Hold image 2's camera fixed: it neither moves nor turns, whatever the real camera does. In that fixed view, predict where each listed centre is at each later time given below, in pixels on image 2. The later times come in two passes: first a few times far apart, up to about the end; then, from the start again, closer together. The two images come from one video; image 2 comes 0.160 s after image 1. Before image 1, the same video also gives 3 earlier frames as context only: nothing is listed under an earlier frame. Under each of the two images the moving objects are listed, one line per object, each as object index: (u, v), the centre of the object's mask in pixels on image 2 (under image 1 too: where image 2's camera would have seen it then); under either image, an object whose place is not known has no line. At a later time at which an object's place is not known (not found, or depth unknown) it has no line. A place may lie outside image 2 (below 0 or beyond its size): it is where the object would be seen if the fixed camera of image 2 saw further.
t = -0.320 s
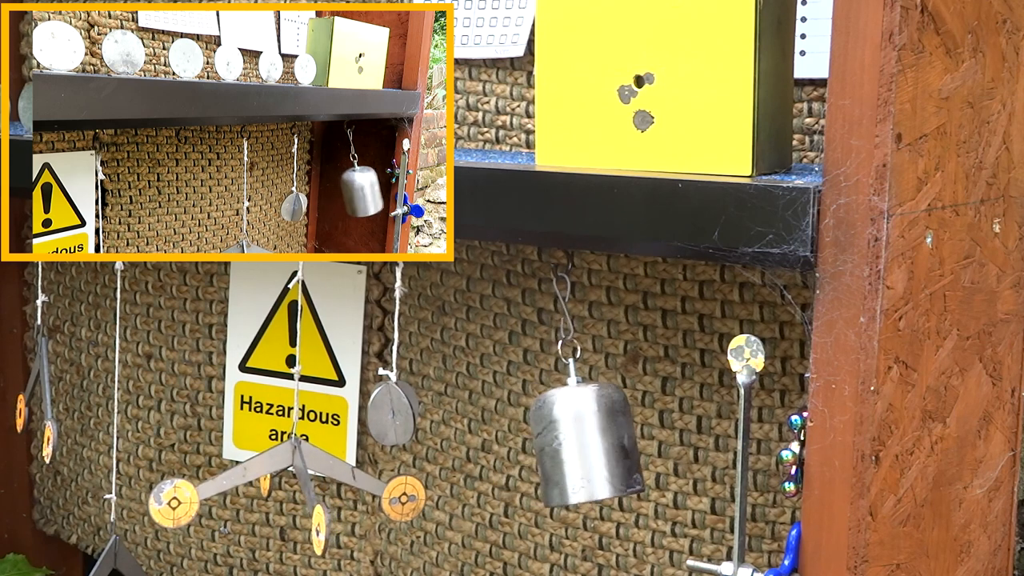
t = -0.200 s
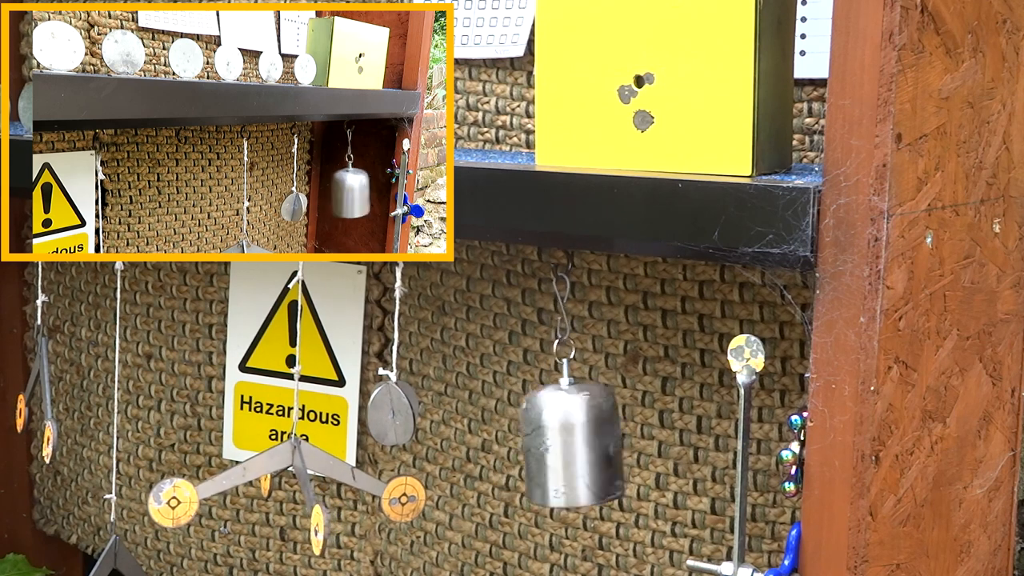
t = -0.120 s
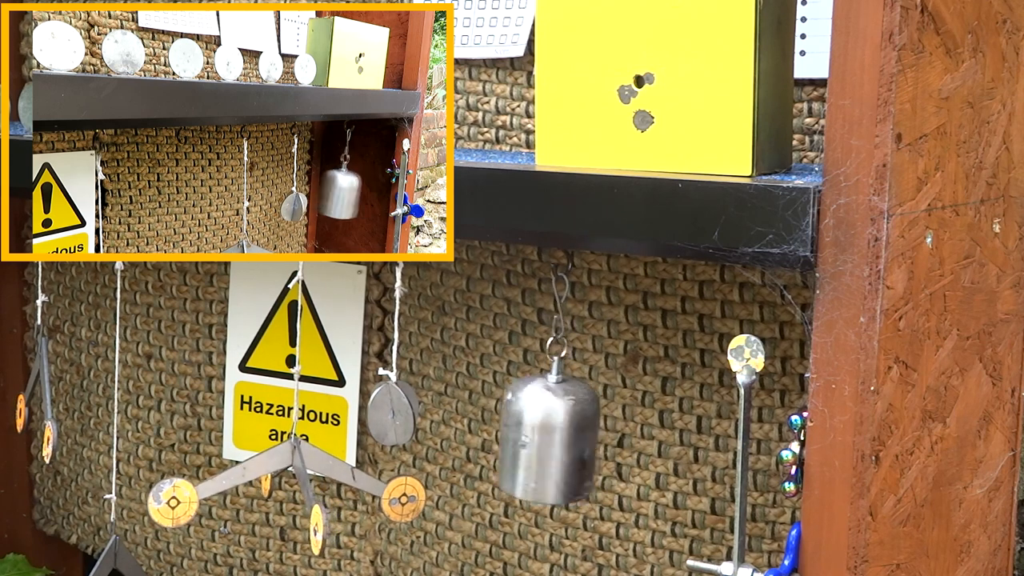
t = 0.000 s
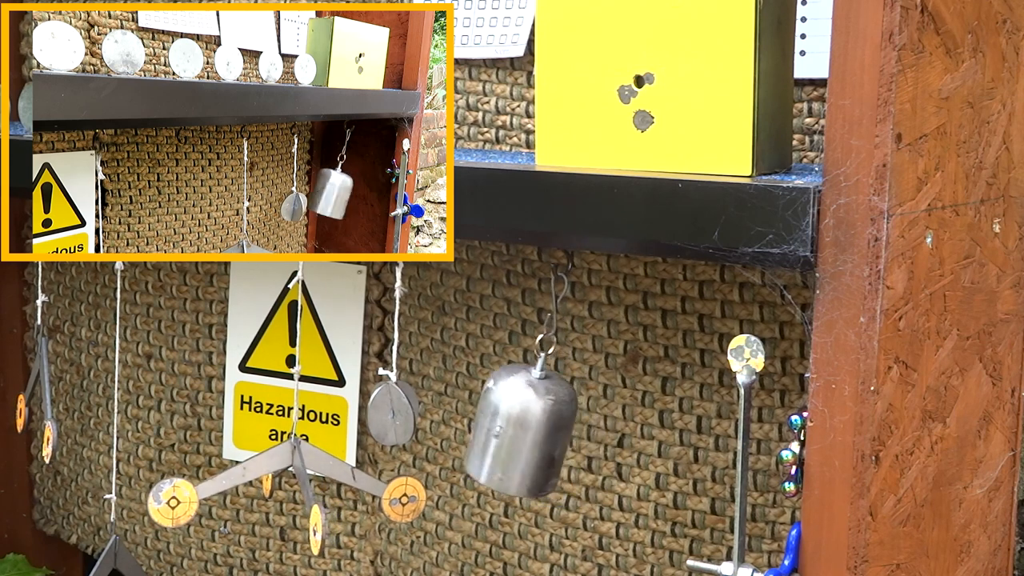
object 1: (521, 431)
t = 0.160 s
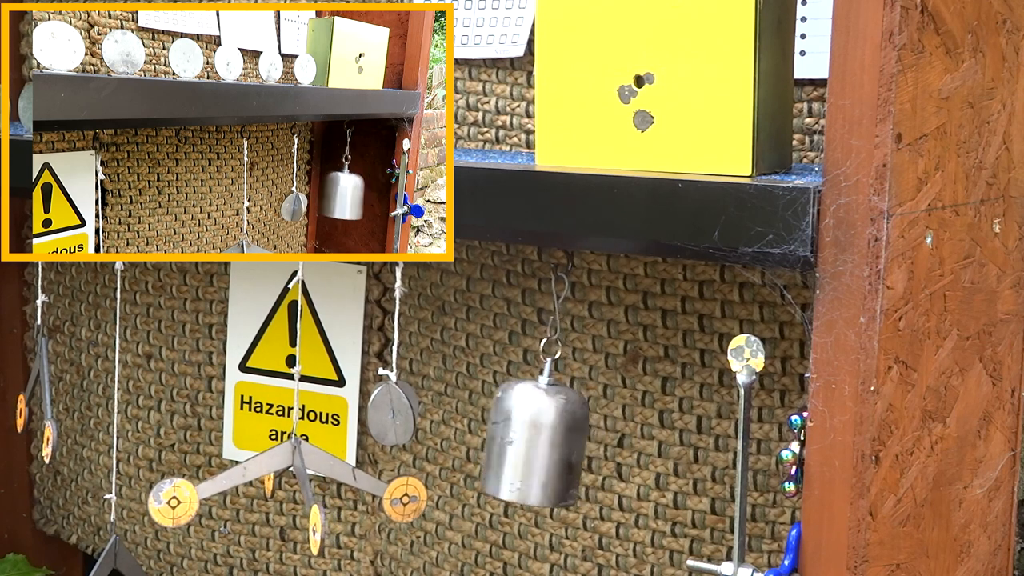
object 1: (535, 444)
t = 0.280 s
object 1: (571, 445)
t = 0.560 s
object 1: (553, 442)
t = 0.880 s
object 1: (542, 445)
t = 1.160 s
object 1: (580, 446)
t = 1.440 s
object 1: (517, 432)
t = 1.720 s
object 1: (582, 444)
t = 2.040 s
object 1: (528, 435)
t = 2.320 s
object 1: (556, 447)
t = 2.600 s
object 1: (570, 446)
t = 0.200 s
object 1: (547, 446)
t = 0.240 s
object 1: (560, 447)
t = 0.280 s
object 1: (571, 445)
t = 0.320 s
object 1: (580, 444)
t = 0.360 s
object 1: (585, 444)
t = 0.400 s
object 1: (586, 445)
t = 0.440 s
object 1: (583, 446)
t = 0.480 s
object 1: (576, 446)
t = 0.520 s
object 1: (565, 445)
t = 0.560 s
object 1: (553, 442)
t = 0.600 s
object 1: (541, 438)
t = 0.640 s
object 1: (530, 434)
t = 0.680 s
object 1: (522, 432)
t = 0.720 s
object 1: (518, 432)
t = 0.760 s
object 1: (518, 433)
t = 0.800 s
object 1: (522, 438)
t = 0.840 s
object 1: (530, 442)
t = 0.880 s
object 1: (542, 445)
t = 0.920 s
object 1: (554, 446)
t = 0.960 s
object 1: (567, 446)
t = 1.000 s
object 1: (577, 445)
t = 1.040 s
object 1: (585, 444)
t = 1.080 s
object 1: (587, 444)
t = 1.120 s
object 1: (586, 445)
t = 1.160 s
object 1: (580, 446)
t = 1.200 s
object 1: (571, 446)
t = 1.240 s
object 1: (559, 444)
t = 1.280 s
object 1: (546, 441)
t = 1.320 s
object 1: (534, 437)
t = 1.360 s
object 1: (525, 434)
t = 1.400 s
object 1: (519, 432)
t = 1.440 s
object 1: (517, 432)
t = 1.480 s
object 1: (519, 435)
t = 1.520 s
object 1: (526, 440)
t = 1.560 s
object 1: (536, 444)
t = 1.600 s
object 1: (549, 446)
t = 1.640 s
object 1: (562, 447)
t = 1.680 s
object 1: (573, 446)
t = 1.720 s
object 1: (582, 444)
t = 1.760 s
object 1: (587, 444)
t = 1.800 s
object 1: (588, 445)
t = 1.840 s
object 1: (584, 445)
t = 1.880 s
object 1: (576, 446)
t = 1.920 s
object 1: (564, 446)
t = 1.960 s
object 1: (551, 443)
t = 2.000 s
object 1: (539, 439)
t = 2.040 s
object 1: (528, 435)
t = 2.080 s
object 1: (520, 433)
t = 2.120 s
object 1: (517, 432)
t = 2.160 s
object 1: (517, 433)
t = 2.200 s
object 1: (522, 438)
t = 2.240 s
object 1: (530, 442)
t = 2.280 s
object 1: (543, 445)
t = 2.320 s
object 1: (556, 447)
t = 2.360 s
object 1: (568, 446)
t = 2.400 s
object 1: (579, 445)
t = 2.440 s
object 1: (586, 444)
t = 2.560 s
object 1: (580, 446)
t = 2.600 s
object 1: (570, 446)
